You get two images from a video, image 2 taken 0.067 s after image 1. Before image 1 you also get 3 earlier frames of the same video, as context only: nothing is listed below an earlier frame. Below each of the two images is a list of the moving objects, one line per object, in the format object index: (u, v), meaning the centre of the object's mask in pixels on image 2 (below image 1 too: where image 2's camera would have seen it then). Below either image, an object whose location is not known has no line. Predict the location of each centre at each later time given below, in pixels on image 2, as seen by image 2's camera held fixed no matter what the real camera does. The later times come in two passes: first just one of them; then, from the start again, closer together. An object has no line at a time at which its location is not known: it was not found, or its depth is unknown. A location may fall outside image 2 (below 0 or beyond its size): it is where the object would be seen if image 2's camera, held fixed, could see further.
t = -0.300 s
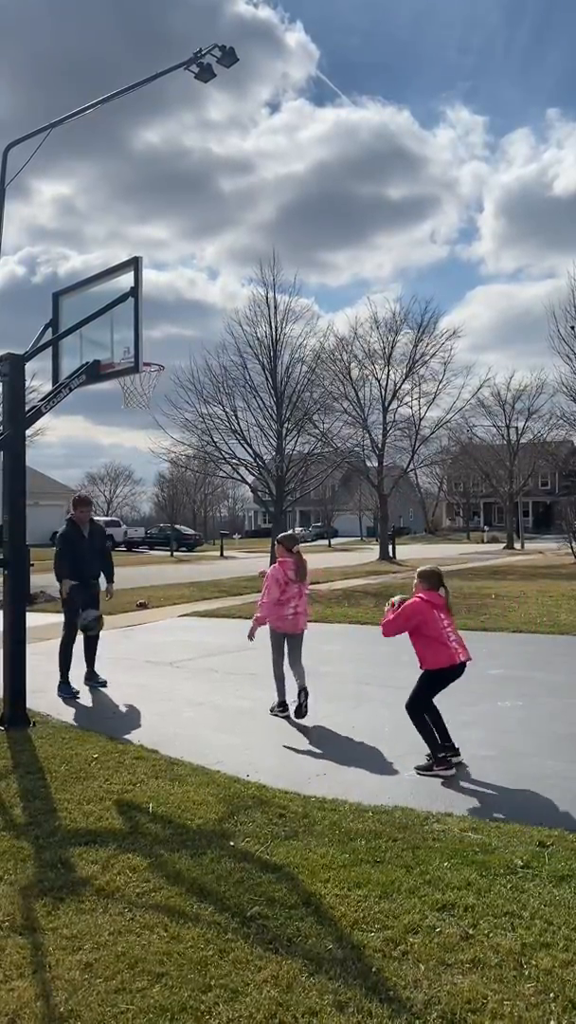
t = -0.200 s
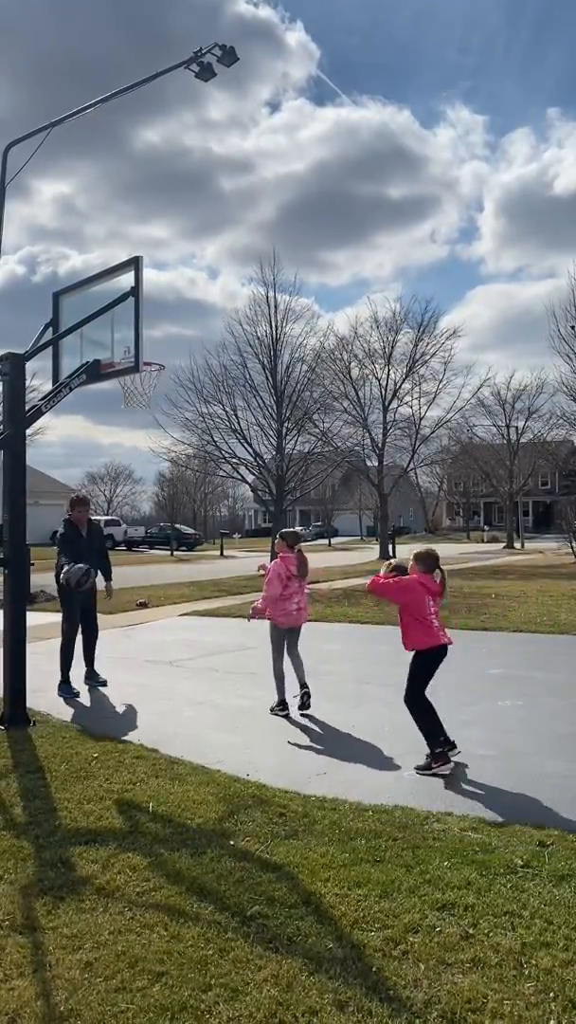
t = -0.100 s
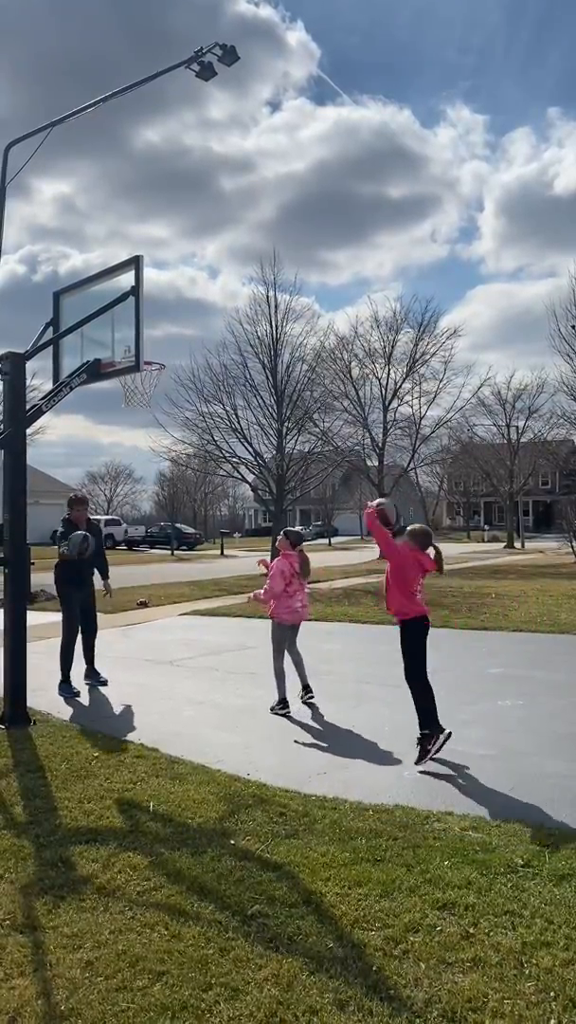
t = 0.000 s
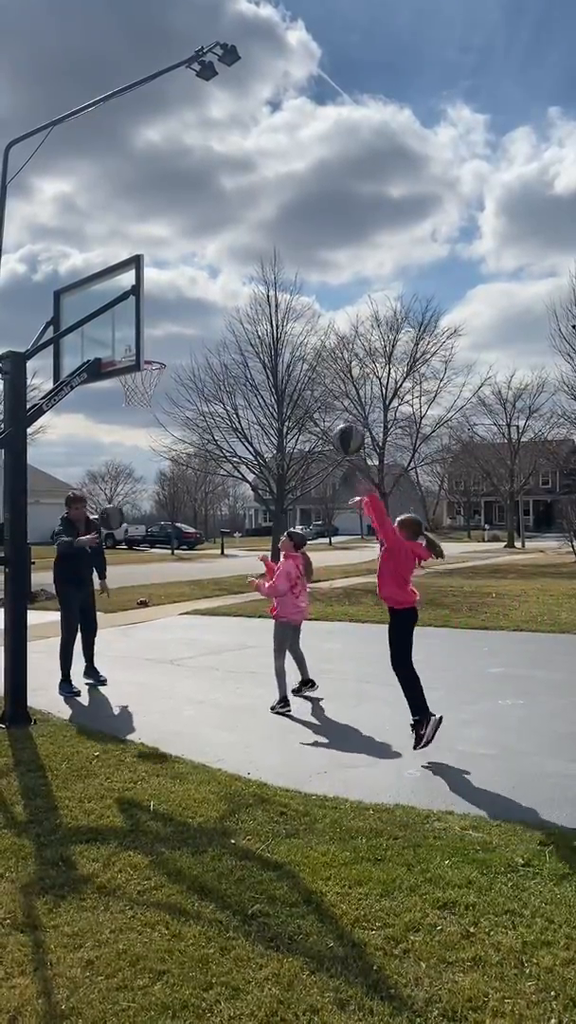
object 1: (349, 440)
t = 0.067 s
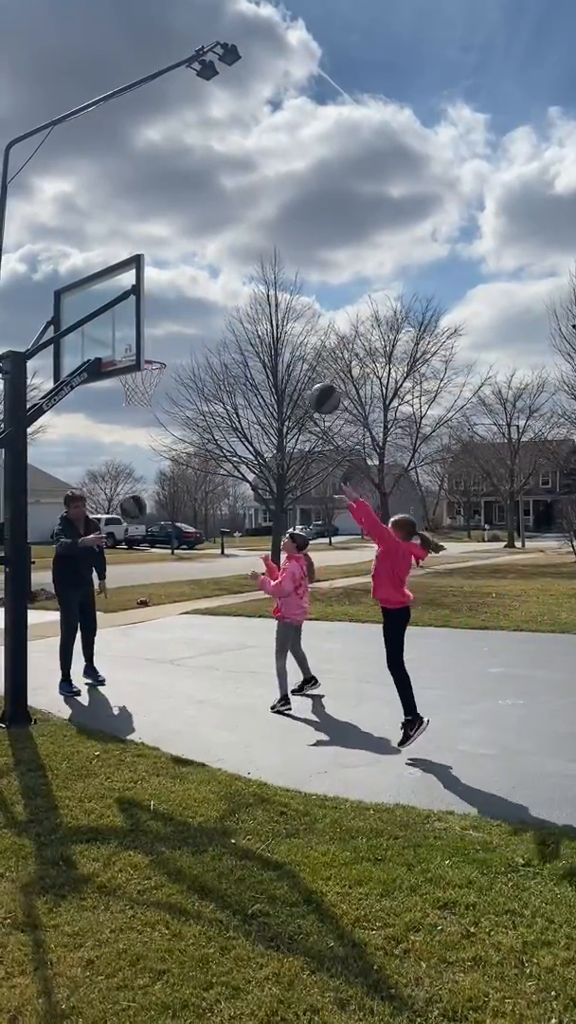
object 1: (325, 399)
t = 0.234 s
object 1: (271, 330)
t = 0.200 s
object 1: (281, 340)
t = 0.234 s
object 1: (271, 330)
